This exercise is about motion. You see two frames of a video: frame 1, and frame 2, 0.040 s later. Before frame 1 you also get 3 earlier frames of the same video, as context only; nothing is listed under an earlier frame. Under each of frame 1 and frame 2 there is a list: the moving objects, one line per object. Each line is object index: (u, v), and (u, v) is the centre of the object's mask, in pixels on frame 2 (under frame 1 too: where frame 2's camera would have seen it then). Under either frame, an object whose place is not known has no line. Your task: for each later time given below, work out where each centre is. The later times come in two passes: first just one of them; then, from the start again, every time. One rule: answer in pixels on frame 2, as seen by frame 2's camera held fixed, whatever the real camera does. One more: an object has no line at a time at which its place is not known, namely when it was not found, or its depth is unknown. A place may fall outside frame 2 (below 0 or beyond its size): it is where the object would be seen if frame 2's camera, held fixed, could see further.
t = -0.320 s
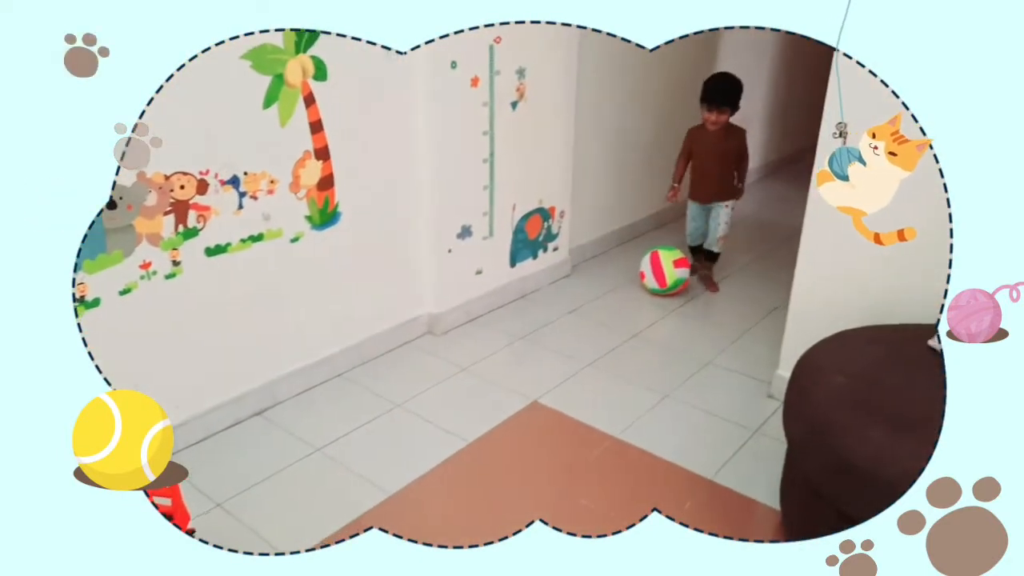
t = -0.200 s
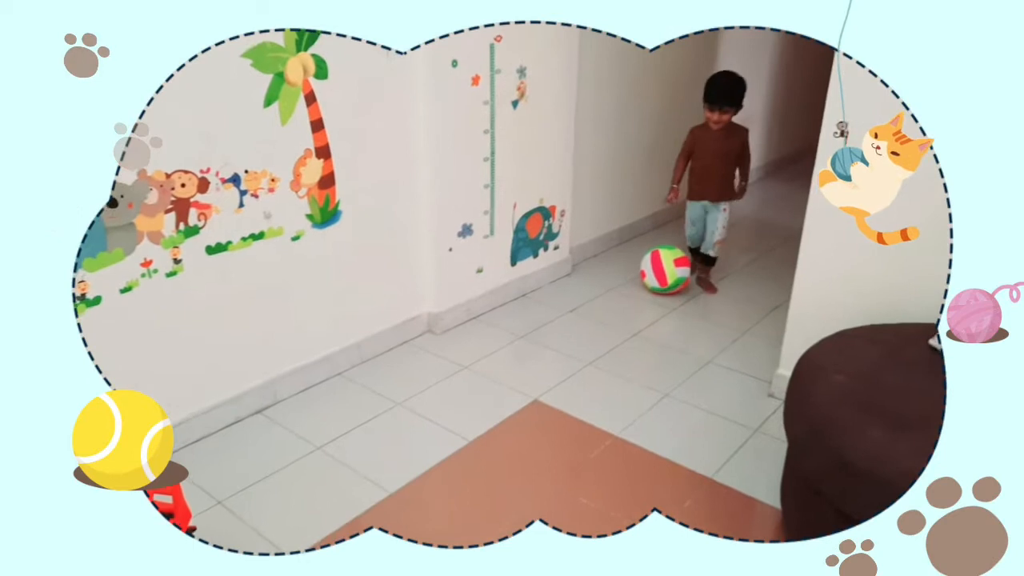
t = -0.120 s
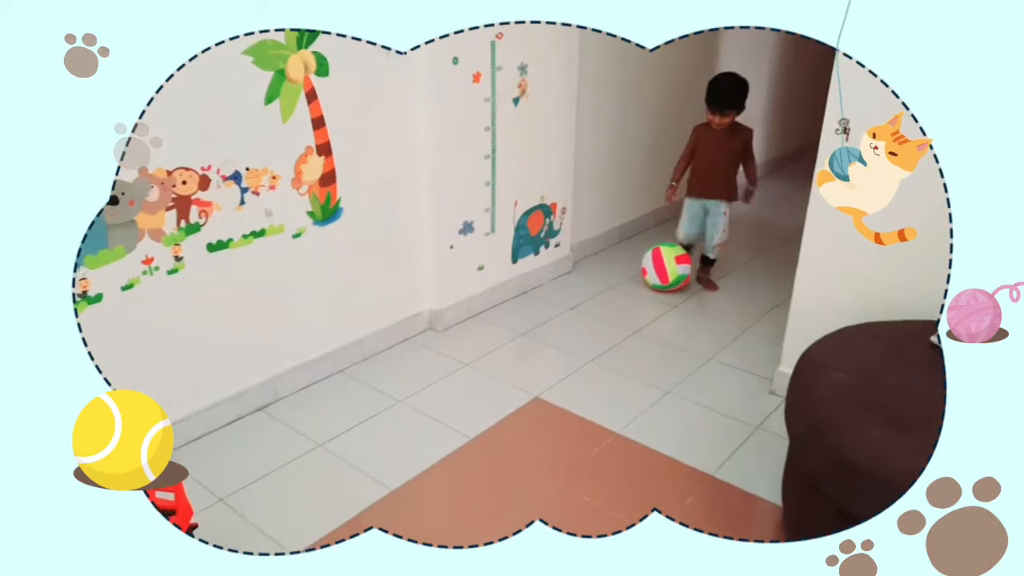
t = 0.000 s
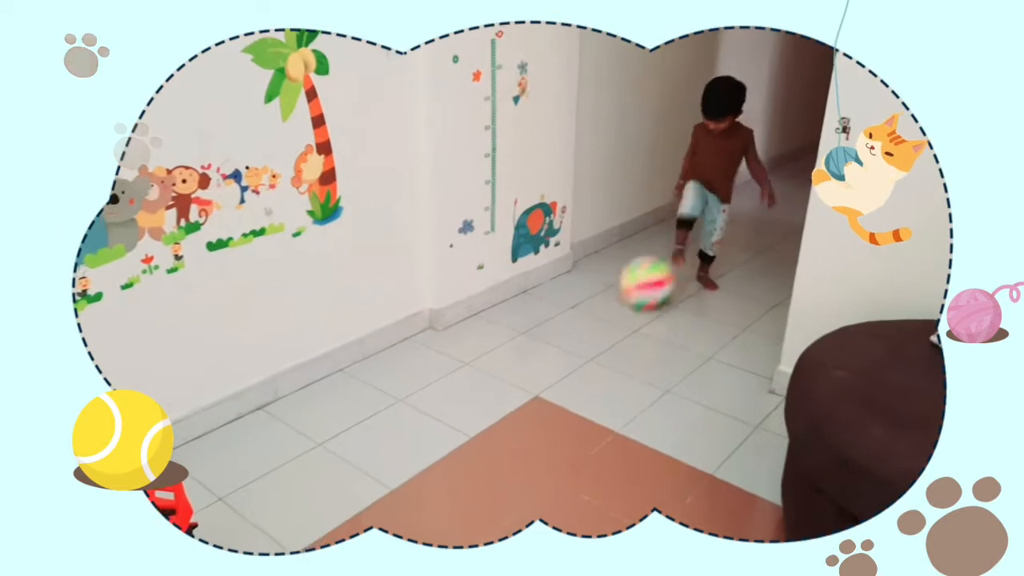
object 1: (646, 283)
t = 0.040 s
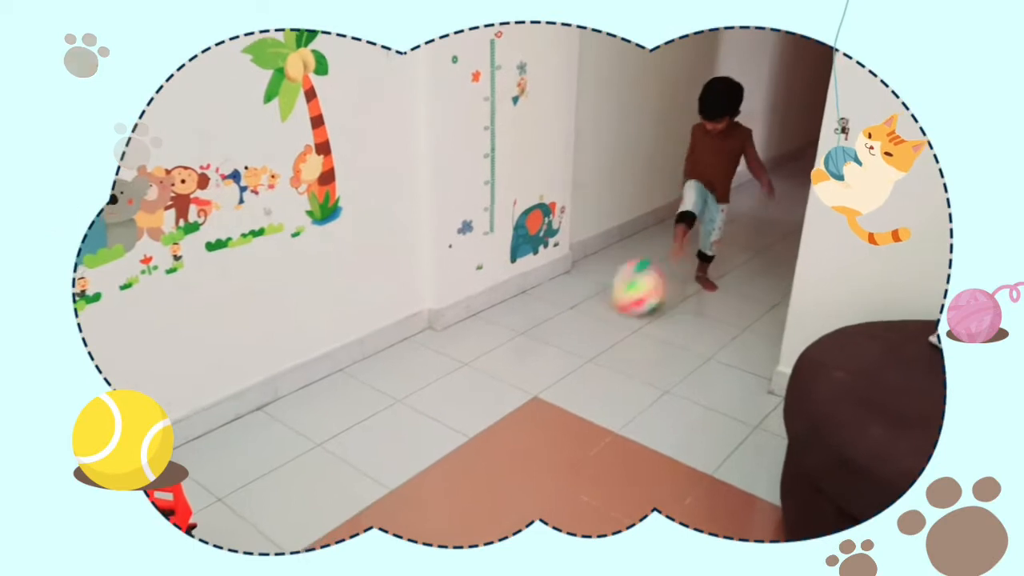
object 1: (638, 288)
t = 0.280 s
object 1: (590, 327)
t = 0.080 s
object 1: (631, 294)
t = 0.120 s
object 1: (622, 300)
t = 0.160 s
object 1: (615, 306)
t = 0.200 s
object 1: (607, 313)
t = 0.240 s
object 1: (598, 319)
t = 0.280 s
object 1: (590, 327)
